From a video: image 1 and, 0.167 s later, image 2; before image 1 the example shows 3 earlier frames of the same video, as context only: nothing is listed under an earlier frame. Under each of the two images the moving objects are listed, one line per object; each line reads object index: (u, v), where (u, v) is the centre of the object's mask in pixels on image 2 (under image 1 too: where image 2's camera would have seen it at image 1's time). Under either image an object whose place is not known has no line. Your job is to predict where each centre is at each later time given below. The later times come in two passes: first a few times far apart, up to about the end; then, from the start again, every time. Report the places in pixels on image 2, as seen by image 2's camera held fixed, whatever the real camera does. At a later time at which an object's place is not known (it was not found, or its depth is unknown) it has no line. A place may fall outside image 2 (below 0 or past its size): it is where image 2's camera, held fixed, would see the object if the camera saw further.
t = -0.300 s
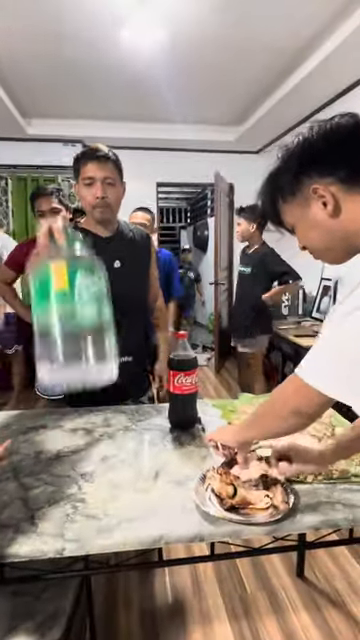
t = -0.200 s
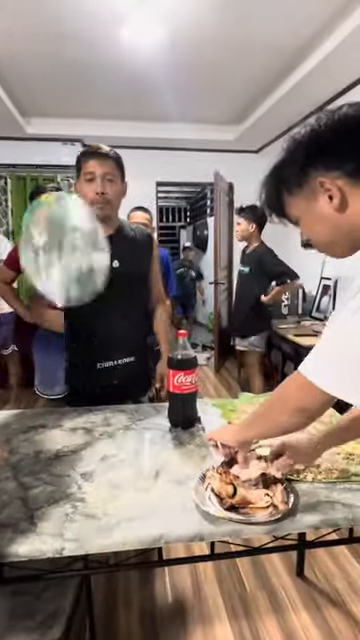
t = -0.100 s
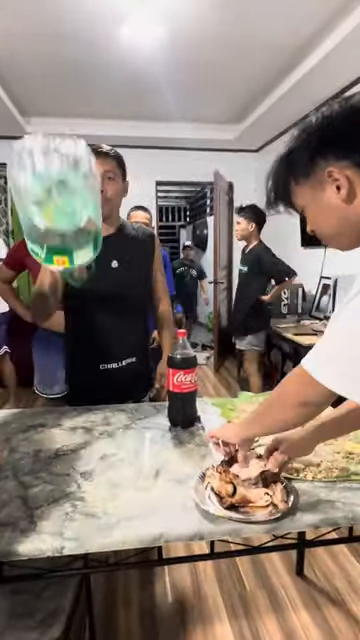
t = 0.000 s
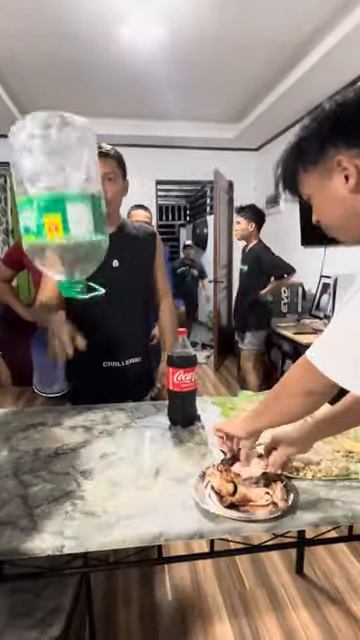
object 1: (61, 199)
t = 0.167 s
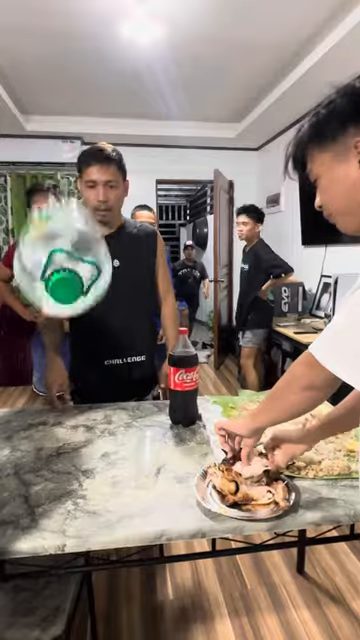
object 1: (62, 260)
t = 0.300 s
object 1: (67, 381)
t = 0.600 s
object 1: (50, 488)
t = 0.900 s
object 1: (42, 489)
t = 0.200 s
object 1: (63, 286)
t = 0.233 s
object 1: (63, 313)
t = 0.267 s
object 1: (64, 344)
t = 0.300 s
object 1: (67, 381)
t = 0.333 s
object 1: (70, 418)
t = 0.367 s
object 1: (70, 434)
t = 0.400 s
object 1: (68, 444)
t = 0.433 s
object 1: (62, 461)
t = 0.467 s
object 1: (61, 473)
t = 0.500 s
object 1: (59, 489)
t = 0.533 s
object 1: (55, 487)
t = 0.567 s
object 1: (52, 485)
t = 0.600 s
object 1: (50, 488)
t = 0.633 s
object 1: (49, 494)
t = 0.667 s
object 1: (49, 492)
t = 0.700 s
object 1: (49, 491)
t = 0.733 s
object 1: (49, 492)
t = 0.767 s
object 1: (49, 491)
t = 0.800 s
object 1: (48, 492)
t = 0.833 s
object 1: (47, 491)
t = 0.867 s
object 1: (43, 492)
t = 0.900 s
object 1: (42, 489)
